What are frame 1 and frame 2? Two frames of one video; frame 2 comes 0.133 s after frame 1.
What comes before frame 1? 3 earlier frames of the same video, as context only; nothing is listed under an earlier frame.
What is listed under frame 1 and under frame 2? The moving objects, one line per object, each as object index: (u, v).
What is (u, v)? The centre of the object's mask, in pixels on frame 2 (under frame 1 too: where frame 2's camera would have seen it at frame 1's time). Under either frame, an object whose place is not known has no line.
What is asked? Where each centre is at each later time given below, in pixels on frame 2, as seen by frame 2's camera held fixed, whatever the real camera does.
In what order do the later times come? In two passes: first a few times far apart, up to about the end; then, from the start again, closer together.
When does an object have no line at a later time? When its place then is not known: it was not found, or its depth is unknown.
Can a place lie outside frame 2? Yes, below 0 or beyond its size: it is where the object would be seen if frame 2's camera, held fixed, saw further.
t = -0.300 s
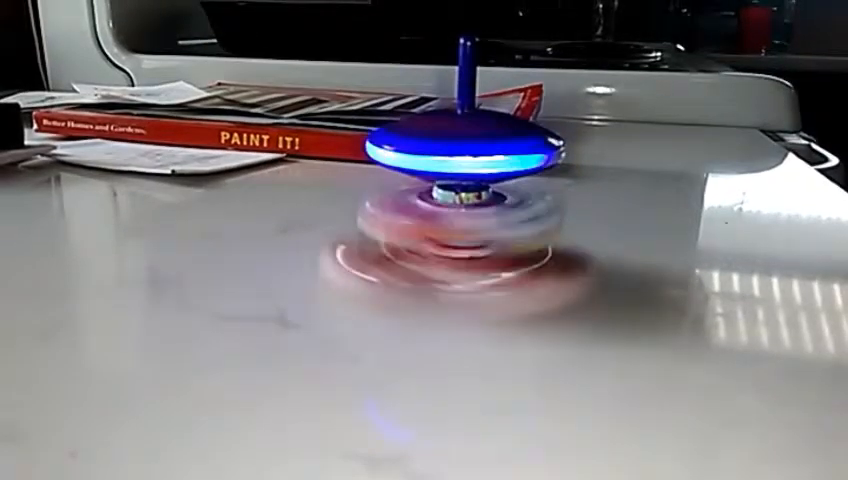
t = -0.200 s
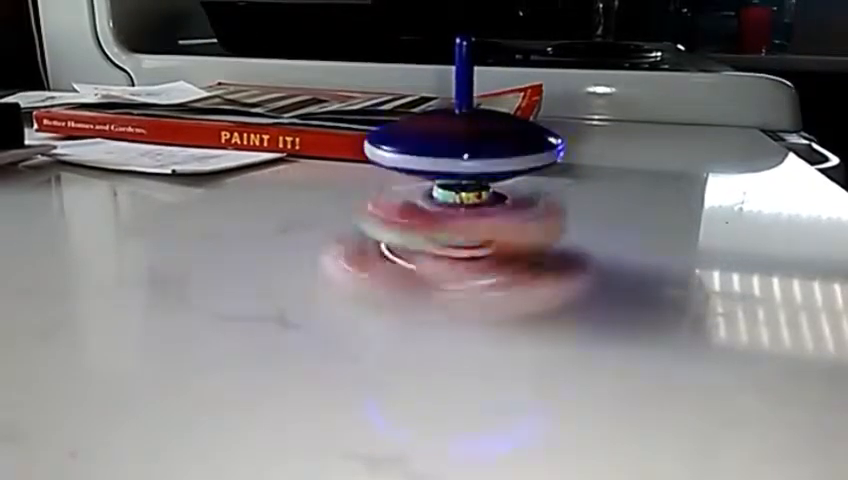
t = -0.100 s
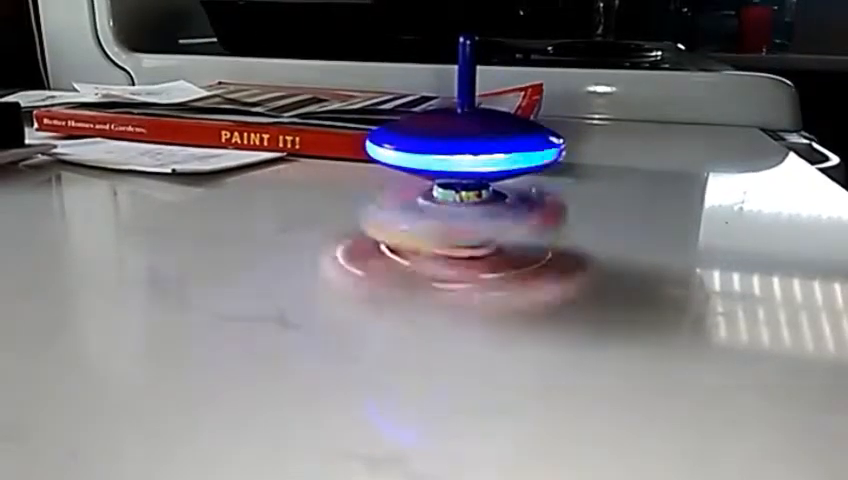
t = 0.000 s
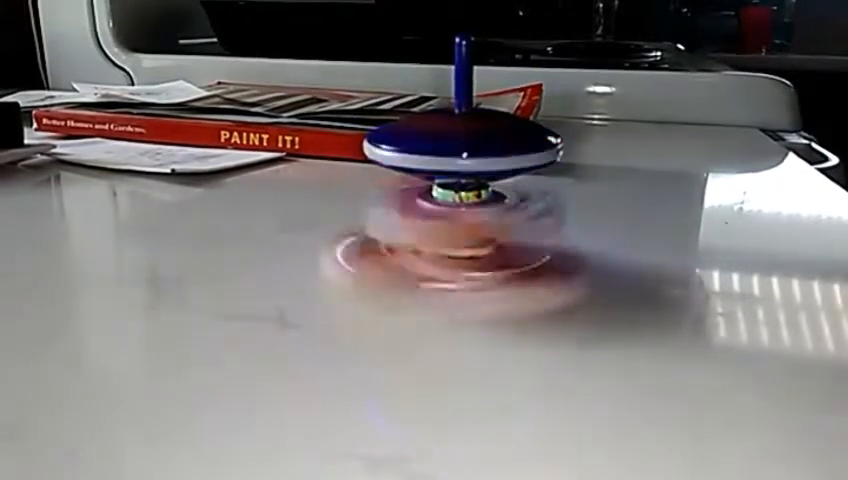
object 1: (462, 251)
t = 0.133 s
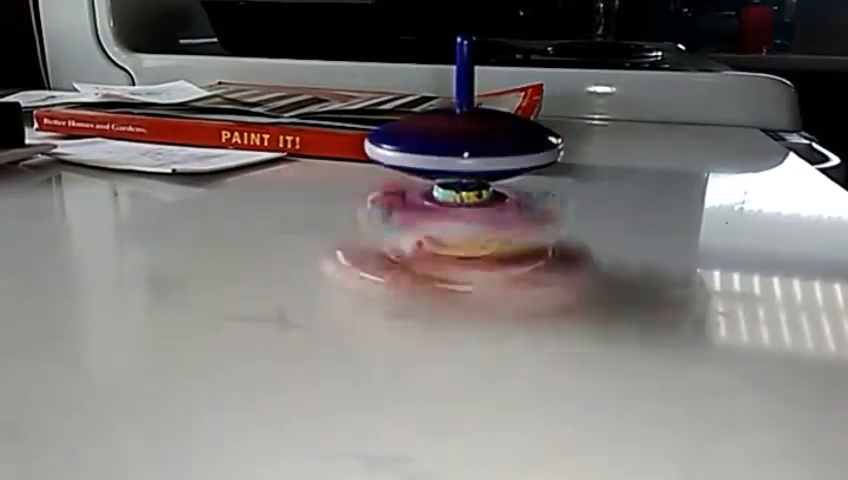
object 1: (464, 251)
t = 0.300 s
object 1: (457, 250)
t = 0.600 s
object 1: (459, 251)
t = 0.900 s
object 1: (461, 251)
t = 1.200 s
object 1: (463, 248)
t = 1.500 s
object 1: (461, 249)
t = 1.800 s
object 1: (460, 250)
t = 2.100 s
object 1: (466, 250)
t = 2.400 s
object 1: (461, 250)
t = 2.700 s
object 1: (463, 249)
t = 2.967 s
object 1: (463, 249)
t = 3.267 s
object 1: (461, 250)
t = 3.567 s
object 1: (462, 250)
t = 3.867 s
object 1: (463, 250)
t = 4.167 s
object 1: (463, 250)
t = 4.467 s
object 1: (461, 251)
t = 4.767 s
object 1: (455, 252)
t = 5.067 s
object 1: (460, 251)
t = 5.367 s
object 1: (461, 251)
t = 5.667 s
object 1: (465, 248)
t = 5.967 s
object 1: (462, 250)
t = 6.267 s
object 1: (458, 249)
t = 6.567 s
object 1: (461, 248)
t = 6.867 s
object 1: (462, 250)
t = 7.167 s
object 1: (460, 249)
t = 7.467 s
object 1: (458, 251)
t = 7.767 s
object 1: (463, 251)
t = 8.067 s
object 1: (459, 251)
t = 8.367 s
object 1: (460, 250)
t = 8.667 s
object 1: (463, 250)
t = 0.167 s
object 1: (464, 250)
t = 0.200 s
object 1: (459, 248)
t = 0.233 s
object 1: (460, 249)
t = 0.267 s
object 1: (463, 251)
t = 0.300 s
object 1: (457, 250)
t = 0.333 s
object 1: (460, 247)
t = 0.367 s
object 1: (465, 248)
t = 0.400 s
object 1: (458, 251)
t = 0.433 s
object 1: (462, 250)
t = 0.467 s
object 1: (466, 250)
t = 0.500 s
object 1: (462, 250)
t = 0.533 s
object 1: (462, 250)
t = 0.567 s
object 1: (464, 249)
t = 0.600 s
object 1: (459, 251)
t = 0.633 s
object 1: (462, 248)
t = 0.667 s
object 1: (464, 250)
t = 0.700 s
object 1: (457, 251)
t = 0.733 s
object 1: (461, 251)
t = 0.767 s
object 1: (459, 249)
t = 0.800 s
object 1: (460, 248)
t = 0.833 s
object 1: (459, 250)
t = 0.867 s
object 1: (460, 250)
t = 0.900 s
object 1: (461, 251)
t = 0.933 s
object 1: (458, 249)
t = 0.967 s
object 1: (463, 249)
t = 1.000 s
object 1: (461, 250)
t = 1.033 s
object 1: (459, 250)
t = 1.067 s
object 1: (459, 250)
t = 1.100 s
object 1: (462, 251)
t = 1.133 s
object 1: (459, 250)
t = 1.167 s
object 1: (461, 249)
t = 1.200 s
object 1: (463, 248)
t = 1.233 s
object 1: (458, 250)
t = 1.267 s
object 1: (463, 249)
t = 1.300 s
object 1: (464, 249)
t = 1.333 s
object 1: (460, 249)
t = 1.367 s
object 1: (462, 248)
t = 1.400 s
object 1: (461, 249)
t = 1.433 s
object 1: (459, 250)
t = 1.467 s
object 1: (462, 252)
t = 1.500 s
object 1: (461, 249)
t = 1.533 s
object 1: (459, 249)
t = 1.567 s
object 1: (462, 250)
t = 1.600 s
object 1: (461, 250)
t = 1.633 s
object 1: (463, 250)
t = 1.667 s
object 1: (460, 249)
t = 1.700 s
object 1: (460, 250)
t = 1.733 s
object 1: (459, 252)
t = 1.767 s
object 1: (459, 251)
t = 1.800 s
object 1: (460, 250)
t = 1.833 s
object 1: (457, 249)
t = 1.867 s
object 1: (458, 251)
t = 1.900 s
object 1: (464, 249)
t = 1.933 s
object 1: (460, 250)
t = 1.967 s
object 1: (459, 250)
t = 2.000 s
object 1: (466, 251)
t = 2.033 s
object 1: (460, 249)
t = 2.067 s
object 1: (462, 251)
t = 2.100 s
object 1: (466, 250)
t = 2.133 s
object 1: (456, 249)
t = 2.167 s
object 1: (462, 251)
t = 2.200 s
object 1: (464, 251)
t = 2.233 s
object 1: (456, 250)
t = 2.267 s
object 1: (461, 251)
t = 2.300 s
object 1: (463, 250)
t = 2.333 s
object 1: (457, 250)
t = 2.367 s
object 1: (461, 252)
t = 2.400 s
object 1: (461, 250)
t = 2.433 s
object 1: (461, 249)
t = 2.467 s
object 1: (461, 250)
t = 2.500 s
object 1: (462, 251)
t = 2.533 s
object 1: (460, 252)
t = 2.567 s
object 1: (461, 249)
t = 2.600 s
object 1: (463, 250)
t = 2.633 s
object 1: (460, 249)
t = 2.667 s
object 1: (459, 251)
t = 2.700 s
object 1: (463, 249)
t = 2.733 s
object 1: (461, 248)
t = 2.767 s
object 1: (460, 248)
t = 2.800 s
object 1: (464, 250)
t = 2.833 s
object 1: (455, 250)
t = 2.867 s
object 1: (460, 247)
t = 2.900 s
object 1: (465, 248)
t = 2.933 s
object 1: (456, 250)
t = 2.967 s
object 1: (463, 249)
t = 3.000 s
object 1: (463, 249)
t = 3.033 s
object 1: (456, 248)
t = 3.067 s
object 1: (463, 249)
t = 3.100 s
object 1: (460, 250)
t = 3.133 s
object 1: (461, 250)
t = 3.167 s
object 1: (462, 250)
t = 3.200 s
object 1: (462, 250)
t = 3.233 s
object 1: (459, 251)
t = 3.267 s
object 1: (461, 250)
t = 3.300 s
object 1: (461, 252)
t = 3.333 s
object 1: (458, 251)
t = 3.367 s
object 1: (461, 249)
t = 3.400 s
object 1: (462, 251)
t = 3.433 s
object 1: (460, 250)
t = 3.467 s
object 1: (460, 249)
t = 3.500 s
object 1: (460, 248)
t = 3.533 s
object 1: (458, 251)
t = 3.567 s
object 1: (462, 250)
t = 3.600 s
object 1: (461, 249)
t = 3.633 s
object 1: (456, 250)
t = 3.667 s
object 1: (463, 249)
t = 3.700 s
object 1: (462, 248)
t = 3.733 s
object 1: (459, 249)
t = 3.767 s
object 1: (463, 250)
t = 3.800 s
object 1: (455, 249)
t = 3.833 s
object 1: (462, 249)
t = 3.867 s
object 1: (463, 250)
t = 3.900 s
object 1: (455, 250)
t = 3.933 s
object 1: (460, 248)
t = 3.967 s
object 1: (463, 248)
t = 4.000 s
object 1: (459, 250)
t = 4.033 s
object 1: (464, 249)
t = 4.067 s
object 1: (460, 249)
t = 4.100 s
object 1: (460, 250)
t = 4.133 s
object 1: (461, 250)
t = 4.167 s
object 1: (463, 250)
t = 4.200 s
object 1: (462, 250)
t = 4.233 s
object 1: (459, 250)
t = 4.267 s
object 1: (464, 250)
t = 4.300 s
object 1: (460, 250)
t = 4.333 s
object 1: (462, 251)
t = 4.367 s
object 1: (462, 251)
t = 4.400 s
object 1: (455, 250)
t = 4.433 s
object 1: (462, 250)
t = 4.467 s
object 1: (461, 251)
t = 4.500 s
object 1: (459, 250)
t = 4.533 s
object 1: (464, 250)
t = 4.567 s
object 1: (457, 249)
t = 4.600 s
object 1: (459, 251)
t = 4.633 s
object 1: (465, 252)
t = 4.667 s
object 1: (458, 252)
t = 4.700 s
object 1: (461, 250)
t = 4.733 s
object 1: (462, 249)
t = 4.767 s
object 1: (455, 252)
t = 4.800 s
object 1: (462, 251)
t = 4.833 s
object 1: (459, 251)
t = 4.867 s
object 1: (459, 249)
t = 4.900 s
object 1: (459, 249)
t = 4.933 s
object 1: (459, 250)
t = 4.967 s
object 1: (458, 252)
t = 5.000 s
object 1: (462, 249)
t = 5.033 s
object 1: (461, 250)
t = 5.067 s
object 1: (460, 251)
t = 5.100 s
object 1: (461, 251)
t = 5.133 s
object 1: (462, 251)
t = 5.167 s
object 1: (458, 250)
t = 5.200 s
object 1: (464, 252)
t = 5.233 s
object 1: (462, 251)
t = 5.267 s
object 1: (458, 253)
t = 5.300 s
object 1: (463, 250)
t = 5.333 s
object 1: (456, 249)
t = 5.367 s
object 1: (461, 251)
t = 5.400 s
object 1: (463, 249)
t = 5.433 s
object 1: (457, 252)
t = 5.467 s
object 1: (463, 249)
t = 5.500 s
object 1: (461, 250)
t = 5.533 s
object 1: (459, 252)
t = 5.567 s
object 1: (464, 250)
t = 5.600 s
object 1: (458, 251)
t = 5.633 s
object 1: (460, 248)
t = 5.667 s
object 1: (465, 248)
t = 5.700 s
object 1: (461, 251)
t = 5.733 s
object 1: (463, 250)
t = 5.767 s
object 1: (459, 251)
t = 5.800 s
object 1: (462, 248)
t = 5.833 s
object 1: (459, 250)
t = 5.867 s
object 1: (462, 250)
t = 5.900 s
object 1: (461, 250)
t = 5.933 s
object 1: (458, 250)
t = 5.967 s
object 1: (462, 250)
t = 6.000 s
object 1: (460, 250)
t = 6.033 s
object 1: (461, 251)
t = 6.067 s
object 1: (459, 249)
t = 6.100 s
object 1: (455, 250)
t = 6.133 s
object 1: (466, 249)
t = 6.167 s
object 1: (455, 250)
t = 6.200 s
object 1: (460, 249)
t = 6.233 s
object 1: (463, 249)
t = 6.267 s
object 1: (458, 249)
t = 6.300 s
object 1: (464, 250)
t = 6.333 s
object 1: (463, 250)
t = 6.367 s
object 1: (461, 250)
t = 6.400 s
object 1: (462, 249)
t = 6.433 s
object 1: (458, 250)
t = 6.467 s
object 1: (461, 249)
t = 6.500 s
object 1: (463, 249)
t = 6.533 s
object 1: (458, 251)
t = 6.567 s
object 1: (461, 248)
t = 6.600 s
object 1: (461, 249)
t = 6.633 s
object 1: (460, 252)
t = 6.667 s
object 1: (462, 250)
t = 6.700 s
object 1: (462, 251)
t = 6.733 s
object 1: (456, 250)
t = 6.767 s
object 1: (460, 251)
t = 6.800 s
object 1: (461, 252)
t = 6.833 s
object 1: (459, 252)
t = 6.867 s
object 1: (462, 250)
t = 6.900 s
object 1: (459, 249)
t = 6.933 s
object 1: (460, 252)
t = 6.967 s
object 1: (461, 252)
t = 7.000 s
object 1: (458, 251)
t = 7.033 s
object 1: (463, 251)
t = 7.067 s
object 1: (462, 249)
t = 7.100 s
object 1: (459, 251)
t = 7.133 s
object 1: (466, 251)
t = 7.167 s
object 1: (460, 249)
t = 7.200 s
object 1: (461, 248)
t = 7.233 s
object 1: (463, 248)
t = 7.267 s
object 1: (457, 250)
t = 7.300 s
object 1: (464, 250)
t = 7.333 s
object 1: (462, 249)
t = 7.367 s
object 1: (461, 250)
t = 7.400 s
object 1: (463, 249)
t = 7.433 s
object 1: (460, 249)
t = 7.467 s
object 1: (458, 251)
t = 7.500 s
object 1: (461, 250)
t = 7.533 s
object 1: (457, 248)
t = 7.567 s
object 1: (457, 251)
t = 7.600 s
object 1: (462, 250)
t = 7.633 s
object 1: (459, 249)
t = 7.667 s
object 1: (459, 248)
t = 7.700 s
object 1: (462, 249)
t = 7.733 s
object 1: (455, 250)
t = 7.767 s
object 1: (463, 251)
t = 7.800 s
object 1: (458, 250)
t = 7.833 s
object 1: (460, 247)
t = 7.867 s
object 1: (466, 248)
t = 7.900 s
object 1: (453, 253)
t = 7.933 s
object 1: (462, 251)
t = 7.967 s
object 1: (460, 249)
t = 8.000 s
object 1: (459, 250)
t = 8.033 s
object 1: (466, 250)
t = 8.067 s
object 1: (459, 251)
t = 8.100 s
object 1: (462, 251)
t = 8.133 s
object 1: (462, 251)
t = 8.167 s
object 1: (462, 249)
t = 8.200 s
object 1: (464, 250)
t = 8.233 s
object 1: (461, 251)
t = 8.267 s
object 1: (461, 250)
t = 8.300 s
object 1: (458, 249)
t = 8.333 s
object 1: (462, 248)
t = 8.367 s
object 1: (460, 250)
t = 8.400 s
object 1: (462, 251)
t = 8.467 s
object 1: (457, 250)
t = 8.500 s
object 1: (461, 250)
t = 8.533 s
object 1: (458, 250)
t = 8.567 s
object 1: (464, 252)
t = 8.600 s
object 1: (456, 250)
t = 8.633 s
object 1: (457, 249)
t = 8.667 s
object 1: (463, 250)
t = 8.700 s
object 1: (458, 251)
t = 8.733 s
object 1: (464, 251)
